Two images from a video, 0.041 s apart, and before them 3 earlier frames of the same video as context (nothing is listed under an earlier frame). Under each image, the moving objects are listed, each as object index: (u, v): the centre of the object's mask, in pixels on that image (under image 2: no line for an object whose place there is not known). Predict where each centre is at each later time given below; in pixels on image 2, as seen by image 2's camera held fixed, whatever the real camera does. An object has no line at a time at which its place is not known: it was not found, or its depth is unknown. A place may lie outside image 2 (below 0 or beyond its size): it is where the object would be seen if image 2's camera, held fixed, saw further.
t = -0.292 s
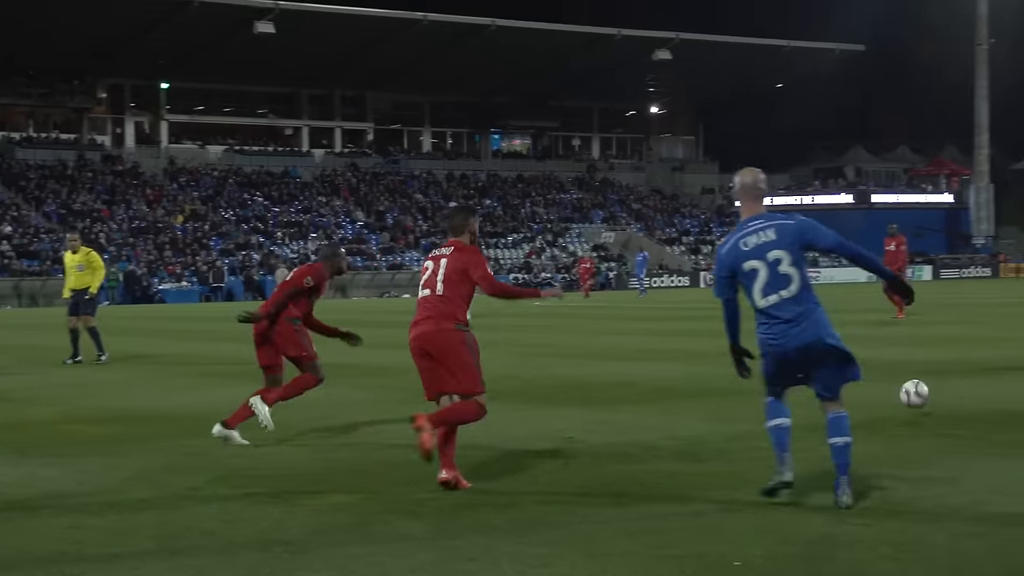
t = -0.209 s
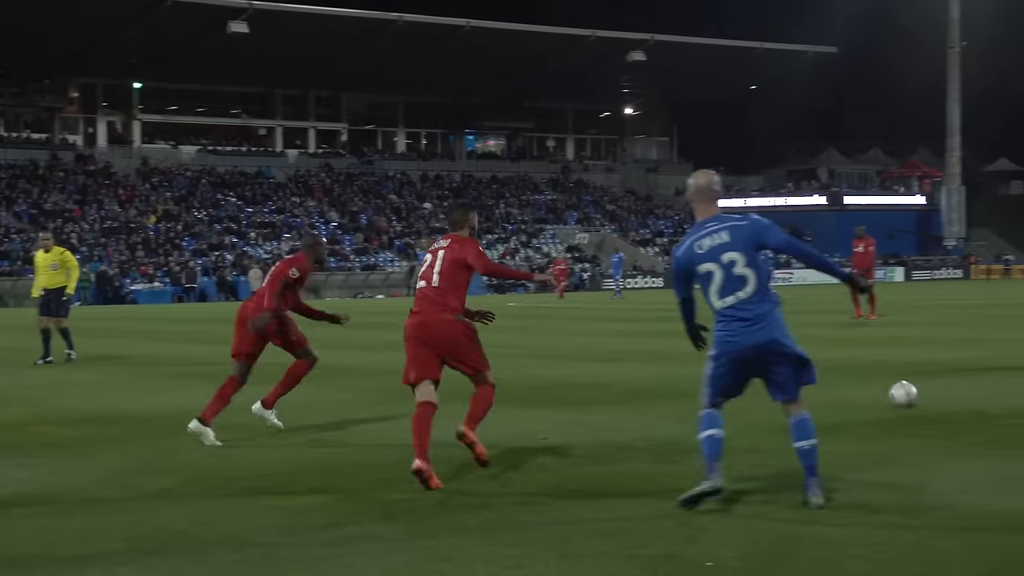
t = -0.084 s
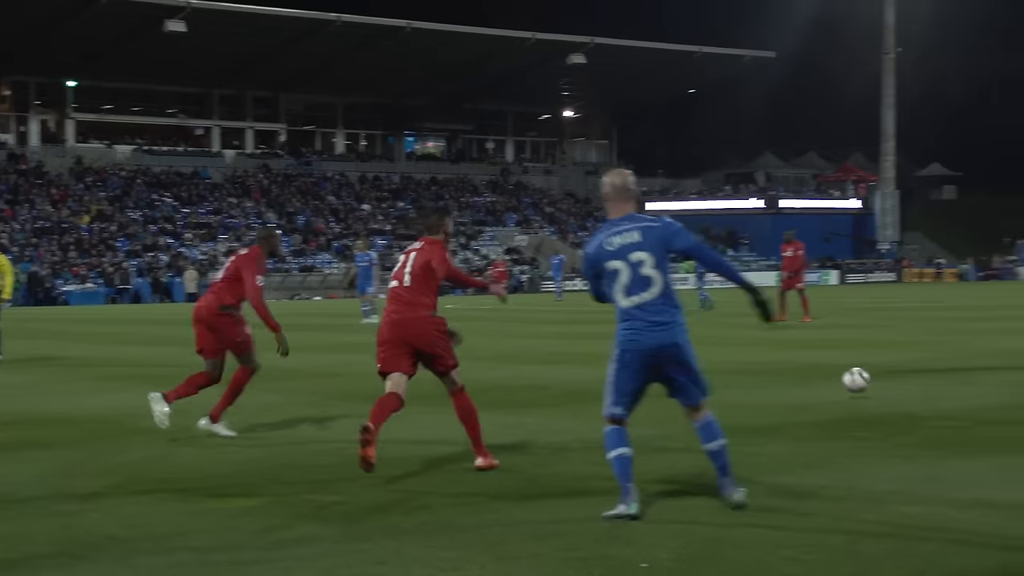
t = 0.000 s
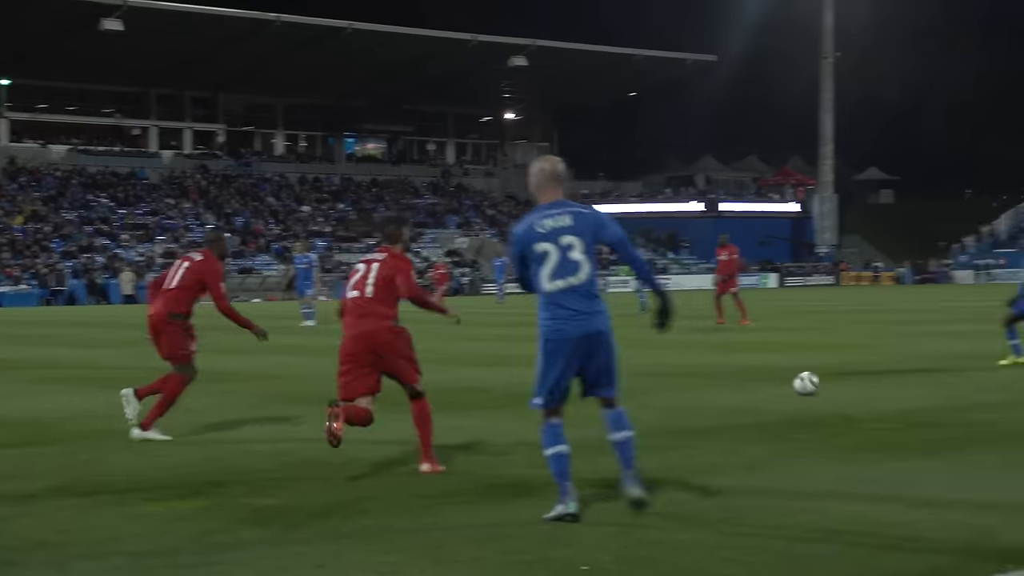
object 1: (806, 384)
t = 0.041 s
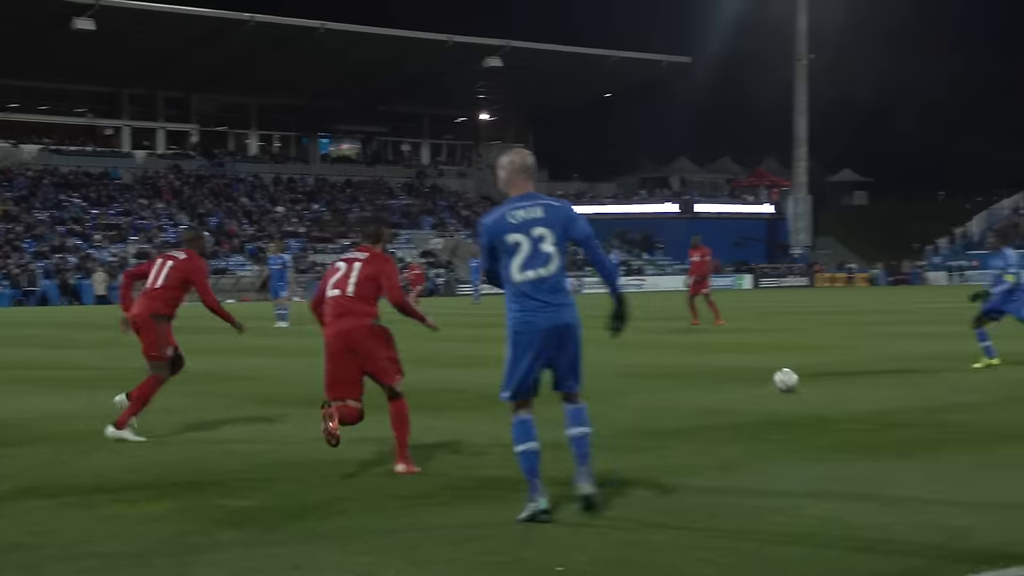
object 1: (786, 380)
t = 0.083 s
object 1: (791, 375)
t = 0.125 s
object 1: (795, 373)
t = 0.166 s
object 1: (801, 372)
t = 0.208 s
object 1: (806, 373)
